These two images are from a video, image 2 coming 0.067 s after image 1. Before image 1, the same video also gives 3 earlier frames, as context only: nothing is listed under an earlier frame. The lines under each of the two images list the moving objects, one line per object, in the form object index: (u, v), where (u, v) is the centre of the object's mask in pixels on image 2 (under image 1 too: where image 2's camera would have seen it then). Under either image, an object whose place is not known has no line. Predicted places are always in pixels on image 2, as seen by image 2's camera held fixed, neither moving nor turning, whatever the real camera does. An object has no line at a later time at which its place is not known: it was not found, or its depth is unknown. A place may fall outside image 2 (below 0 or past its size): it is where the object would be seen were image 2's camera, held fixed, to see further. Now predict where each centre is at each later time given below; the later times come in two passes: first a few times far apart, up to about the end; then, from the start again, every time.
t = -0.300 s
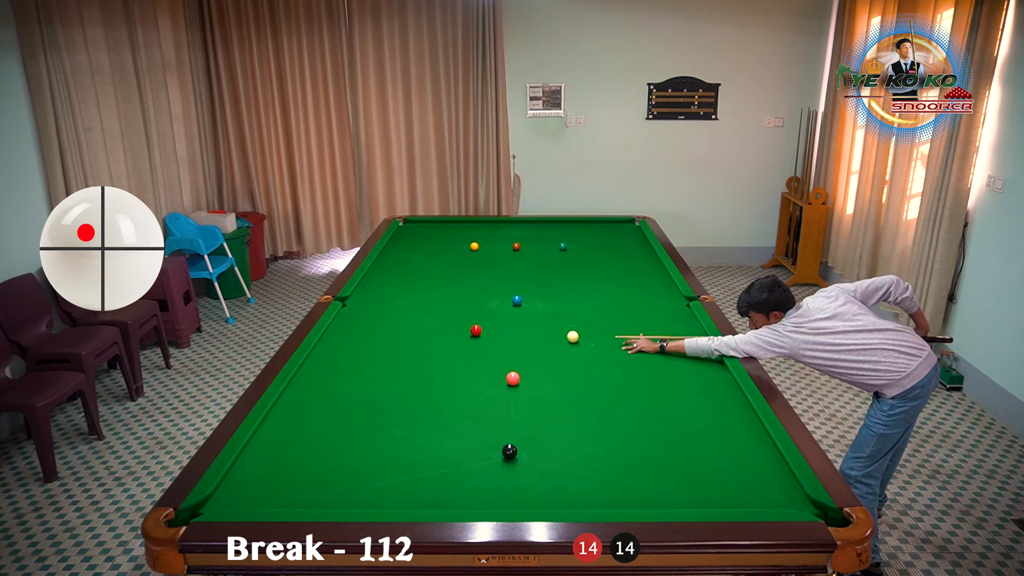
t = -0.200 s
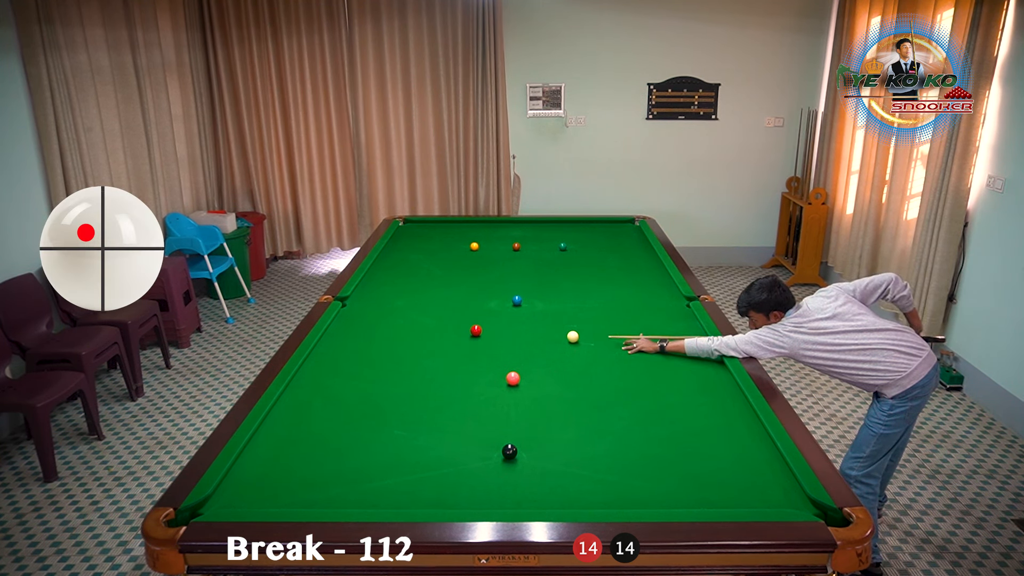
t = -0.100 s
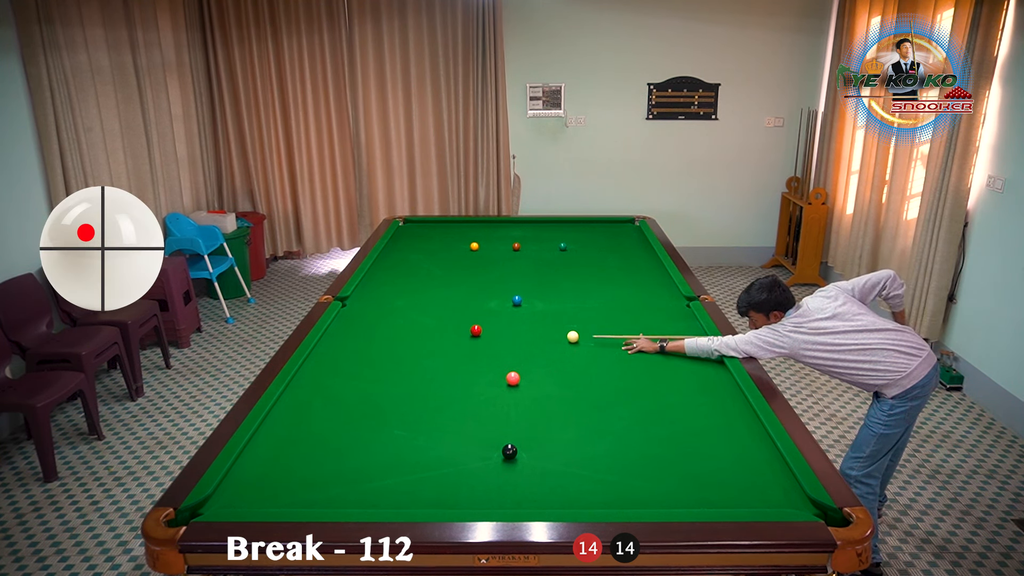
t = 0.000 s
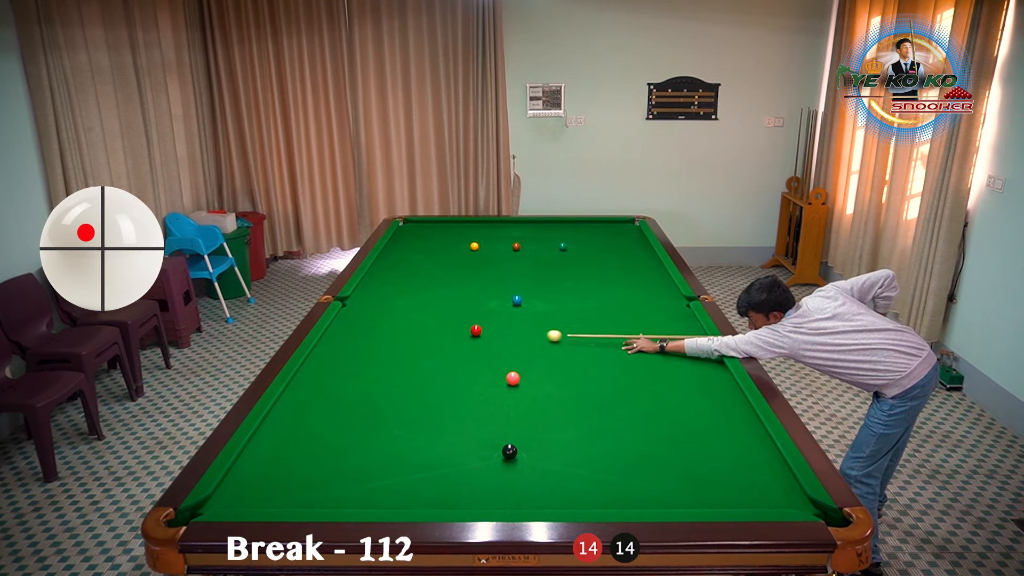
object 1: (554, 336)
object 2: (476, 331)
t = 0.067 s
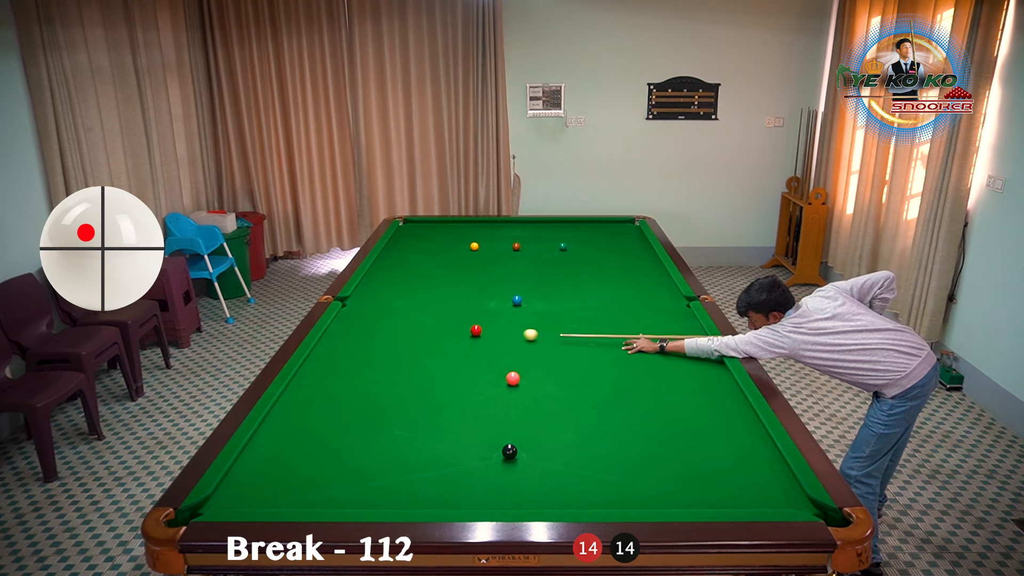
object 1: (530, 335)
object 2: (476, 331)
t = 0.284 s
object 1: (478, 337)
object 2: (459, 327)
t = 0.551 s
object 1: (442, 345)
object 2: (419, 318)
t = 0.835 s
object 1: (404, 354)
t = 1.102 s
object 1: (368, 362)
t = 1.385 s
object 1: (330, 370)
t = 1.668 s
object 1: (300, 379)
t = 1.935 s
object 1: (316, 385)
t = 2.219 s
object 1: (332, 392)
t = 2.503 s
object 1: (348, 398)
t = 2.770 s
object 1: (361, 403)
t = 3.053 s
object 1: (375, 408)
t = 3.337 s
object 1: (386, 412)
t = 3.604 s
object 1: (396, 416)
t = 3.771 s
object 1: (402, 418)
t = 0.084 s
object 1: (525, 335)
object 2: (476, 331)
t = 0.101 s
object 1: (519, 335)
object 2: (476, 331)
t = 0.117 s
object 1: (514, 334)
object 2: (476, 331)
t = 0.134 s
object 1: (508, 334)
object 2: (476, 331)
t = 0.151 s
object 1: (503, 334)
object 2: (476, 331)
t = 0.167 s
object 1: (497, 334)
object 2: (476, 331)
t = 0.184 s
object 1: (492, 334)
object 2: (476, 331)
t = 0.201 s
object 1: (487, 333)
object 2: (475, 331)
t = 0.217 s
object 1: (484, 334)
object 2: (473, 330)
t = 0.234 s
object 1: (483, 335)
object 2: (469, 329)
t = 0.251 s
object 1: (481, 335)
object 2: (466, 328)
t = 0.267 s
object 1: (479, 336)
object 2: (462, 328)
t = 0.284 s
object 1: (478, 337)
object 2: (459, 327)
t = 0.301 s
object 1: (476, 337)
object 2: (456, 326)
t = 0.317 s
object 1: (474, 338)
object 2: (453, 325)
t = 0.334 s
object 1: (472, 338)
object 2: (450, 325)
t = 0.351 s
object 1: (469, 339)
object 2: (447, 324)
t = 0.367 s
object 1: (467, 339)
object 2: (445, 324)
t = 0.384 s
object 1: (465, 340)
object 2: (442, 323)
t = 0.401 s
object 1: (463, 340)
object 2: (440, 323)
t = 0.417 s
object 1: (460, 341)
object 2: (438, 322)
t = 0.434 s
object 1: (458, 341)
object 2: (435, 322)
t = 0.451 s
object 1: (456, 342)
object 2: (433, 321)
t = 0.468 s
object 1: (454, 342)
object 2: (431, 320)
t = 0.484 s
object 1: (452, 343)
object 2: (428, 320)
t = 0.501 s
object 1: (449, 343)
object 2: (426, 319)
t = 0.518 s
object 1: (447, 344)
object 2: (424, 319)
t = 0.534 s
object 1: (445, 344)
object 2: (422, 318)
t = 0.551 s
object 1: (442, 345)
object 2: (419, 318)
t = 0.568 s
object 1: (440, 346)
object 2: (417, 317)
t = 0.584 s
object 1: (438, 346)
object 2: (415, 317)
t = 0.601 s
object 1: (436, 346)
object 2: (413, 316)
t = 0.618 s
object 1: (433, 347)
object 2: (411, 316)
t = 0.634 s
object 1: (431, 347)
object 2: (408, 315)
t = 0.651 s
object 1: (429, 348)
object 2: (406, 315)
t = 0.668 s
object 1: (427, 349)
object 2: (404, 314)
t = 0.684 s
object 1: (425, 349)
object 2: (402, 314)
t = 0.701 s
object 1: (422, 350)
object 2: (400, 313)
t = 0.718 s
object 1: (420, 350)
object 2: (398, 313)
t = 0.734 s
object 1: (418, 351)
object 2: (396, 312)
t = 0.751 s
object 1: (415, 351)
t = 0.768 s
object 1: (413, 352)
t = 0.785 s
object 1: (411, 352)
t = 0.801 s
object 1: (409, 353)
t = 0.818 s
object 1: (406, 353)
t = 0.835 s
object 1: (404, 354)
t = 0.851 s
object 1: (402, 354)
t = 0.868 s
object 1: (400, 355)
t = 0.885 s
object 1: (397, 355)
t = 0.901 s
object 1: (395, 356)
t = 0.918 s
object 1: (393, 356)
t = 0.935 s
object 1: (391, 357)
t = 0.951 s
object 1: (388, 357)
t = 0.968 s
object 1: (386, 358)
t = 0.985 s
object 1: (384, 358)
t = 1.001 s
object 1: (382, 359)
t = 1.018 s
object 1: (379, 359)
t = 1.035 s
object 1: (377, 360)
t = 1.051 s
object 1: (375, 360)
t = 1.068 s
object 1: (373, 361)
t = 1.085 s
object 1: (370, 361)
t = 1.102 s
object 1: (368, 362)
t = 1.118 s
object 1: (366, 362)
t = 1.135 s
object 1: (364, 363)
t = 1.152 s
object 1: (361, 363)
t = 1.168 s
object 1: (359, 364)
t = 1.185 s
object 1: (357, 364)
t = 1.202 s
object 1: (355, 365)
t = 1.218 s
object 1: (353, 365)
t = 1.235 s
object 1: (350, 366)
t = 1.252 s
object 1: (348, 367)
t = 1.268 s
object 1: (346, 367)
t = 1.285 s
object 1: (344, 368)
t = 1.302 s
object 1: (341, 368)
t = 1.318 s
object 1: (339, 369)
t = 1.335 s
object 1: (337, 369)
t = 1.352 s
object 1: (335, 369)
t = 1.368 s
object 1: (332, 370)
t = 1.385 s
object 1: (330, 370)
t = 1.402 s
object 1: (328, 371)
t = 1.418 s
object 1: (326, 372)
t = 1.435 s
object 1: (323, 372)
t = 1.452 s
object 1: (321, 373)
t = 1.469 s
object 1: (319, 373)
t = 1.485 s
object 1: (317, 374)
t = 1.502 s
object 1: (315, 374)
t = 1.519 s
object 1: (312, 375)
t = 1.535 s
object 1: (310, 375)
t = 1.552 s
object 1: (308, 376)
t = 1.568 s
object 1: (306, 376)
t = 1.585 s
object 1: (304, 377)
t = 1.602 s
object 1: (301, 377)
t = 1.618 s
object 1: (299, 378)
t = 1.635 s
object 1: (298, 378)
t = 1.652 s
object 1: (299, 379)
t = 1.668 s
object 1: (300, 379)
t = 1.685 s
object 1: (301, 379)
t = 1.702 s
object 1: (302, 380)
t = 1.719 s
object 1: (303, 380)
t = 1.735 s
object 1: (305, 380)
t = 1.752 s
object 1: (305, 381)
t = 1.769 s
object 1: (306, 381)
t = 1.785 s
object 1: (307, 382)
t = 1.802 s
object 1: (308, 382)
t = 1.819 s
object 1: (309, 382)
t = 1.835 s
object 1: (310, 383)
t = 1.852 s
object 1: (311, 383)
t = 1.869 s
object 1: (312, 384)
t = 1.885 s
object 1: (313, 384)
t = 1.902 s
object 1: (314, 384)
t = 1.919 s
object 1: (315, 385)
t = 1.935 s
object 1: (316, 385)
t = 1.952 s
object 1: (317, 386)
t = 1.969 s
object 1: (318, 386)
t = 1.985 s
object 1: (319, 386)
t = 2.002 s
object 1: (320, 387)
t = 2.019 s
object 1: (321, 387)
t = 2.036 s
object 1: (322, 388)
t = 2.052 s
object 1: (323, 388)
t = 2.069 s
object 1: (324, 389)
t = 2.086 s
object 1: (325, 389)
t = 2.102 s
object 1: (326, 389)
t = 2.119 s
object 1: (327, 390)
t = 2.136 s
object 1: (328, 390)
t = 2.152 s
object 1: (329, 390)
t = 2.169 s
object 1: (329, 391)
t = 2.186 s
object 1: (330, 391)
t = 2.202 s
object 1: (331, 392)
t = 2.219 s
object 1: (332, 392)
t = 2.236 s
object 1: (333, 392)
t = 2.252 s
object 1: (334, 393)
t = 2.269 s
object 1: (335, 393)
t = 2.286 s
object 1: (336, 393)
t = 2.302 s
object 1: (337, 394)
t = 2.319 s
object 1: (338, 394)
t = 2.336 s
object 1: (339, 395)
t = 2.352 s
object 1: (340, 395)
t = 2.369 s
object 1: (341, 395)
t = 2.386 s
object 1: (342, 396)
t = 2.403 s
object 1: (342, 396)
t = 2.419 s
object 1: (343, 396)
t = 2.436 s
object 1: (344, 396)
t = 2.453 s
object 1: (345, 397)
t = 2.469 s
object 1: (346, 397)
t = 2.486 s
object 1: (347, 397)
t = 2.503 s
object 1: (348, 398)
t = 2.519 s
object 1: (349, 398)
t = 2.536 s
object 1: (350, 398)
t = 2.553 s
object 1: (350, 399)
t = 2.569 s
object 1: (351, 399)
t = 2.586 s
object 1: (352, 399)
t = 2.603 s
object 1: (353, 400)
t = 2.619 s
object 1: (354, 400)
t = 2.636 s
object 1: (355, 400)
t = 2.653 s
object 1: (356, 401)
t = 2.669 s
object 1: (356, 401)
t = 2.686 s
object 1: (357, 401)
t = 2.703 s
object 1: (358, 402)
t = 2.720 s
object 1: (359, 402)
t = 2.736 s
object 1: (360, 402)
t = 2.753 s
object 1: (361, 403)
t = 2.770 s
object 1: (361, 403)
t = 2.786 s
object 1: (362, 403)
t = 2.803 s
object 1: (363, 404)
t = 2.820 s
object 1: (364, 404)
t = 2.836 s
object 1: (365, 404)
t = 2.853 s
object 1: (365, 404)
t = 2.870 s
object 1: (366, 405)
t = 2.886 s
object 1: (367, 405)
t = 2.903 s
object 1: (368, 405)
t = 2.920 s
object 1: (368, 406)
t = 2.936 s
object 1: (369, 406)
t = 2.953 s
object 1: (370, 406)
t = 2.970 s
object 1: (371, 406)
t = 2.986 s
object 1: (372, 407)
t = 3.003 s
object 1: (372, 407)
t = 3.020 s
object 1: (373, 407)
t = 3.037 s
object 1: (374, 408)
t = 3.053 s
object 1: (375, 408)
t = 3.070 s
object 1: (375, 408)
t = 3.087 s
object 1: (376, 408)
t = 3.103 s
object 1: (377, 409)
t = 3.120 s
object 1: (377, 409)
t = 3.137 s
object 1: (378, 409)
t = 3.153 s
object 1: (379, 409)
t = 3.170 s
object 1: (380, 410)
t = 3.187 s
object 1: (380, 410)
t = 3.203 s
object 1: (381, 410)
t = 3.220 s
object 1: (382, 410)
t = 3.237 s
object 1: (382, 411)
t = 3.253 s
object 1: (383, 411)
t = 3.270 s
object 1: (384, 411)
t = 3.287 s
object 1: (384, 412)
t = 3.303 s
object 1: (385, 412)
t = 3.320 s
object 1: (386, 412)
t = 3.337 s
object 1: (386, 412)
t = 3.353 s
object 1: (387, 413)
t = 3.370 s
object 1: (388, 413)
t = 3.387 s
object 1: (388, 413)
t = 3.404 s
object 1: (389, 413)
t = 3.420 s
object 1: (390, 414)
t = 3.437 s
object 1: (390, 414)
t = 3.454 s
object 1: (391, 414)
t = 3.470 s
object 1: (391, 414)
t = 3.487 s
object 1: (392, 414)
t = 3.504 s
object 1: (393, 415)
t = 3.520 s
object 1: (393, 415)
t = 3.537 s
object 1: (394, 415)
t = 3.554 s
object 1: (394, 415)
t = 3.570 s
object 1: (395, 416)
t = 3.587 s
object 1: (396, 416)
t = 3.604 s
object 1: (396, 416)
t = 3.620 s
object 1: (397, 416)
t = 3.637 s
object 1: (397, 417)
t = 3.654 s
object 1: (398, 417)
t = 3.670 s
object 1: (398, 417)
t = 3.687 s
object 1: (399, 417)
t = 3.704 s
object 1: (400, 417)
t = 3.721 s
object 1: (400, 417)
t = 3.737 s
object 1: (401, 418)
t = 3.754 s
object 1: (401, 418)
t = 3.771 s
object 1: (402, 418)
